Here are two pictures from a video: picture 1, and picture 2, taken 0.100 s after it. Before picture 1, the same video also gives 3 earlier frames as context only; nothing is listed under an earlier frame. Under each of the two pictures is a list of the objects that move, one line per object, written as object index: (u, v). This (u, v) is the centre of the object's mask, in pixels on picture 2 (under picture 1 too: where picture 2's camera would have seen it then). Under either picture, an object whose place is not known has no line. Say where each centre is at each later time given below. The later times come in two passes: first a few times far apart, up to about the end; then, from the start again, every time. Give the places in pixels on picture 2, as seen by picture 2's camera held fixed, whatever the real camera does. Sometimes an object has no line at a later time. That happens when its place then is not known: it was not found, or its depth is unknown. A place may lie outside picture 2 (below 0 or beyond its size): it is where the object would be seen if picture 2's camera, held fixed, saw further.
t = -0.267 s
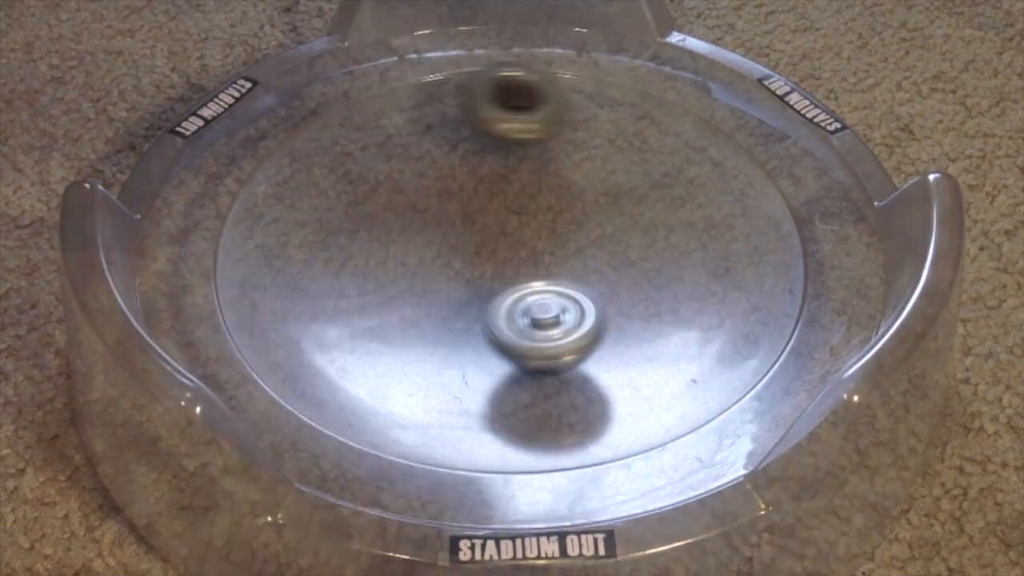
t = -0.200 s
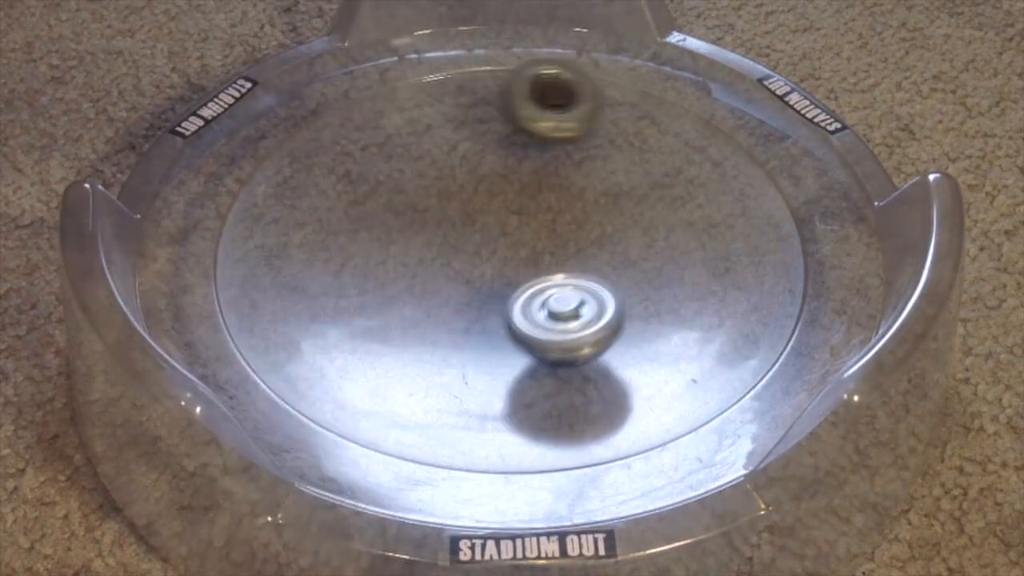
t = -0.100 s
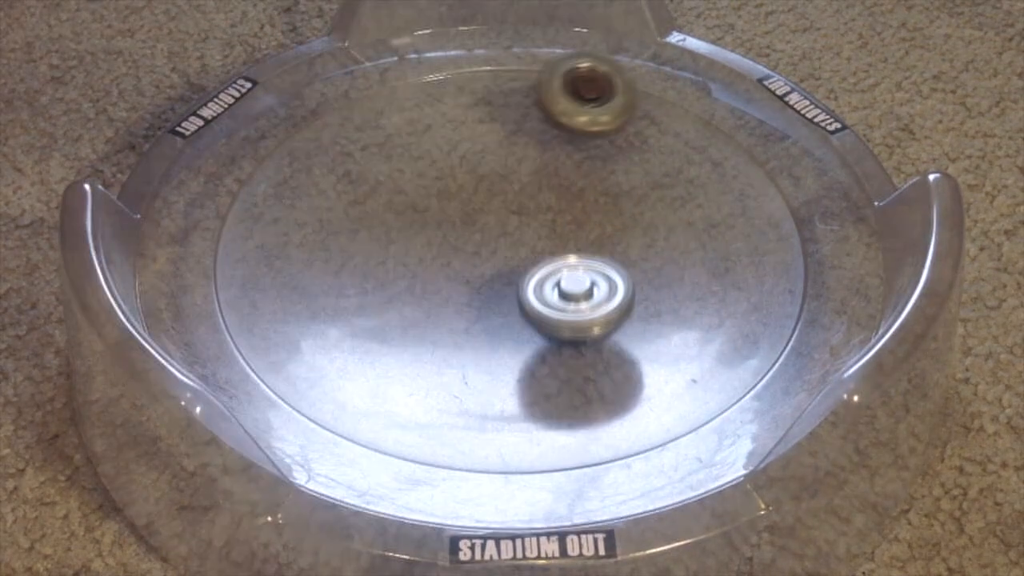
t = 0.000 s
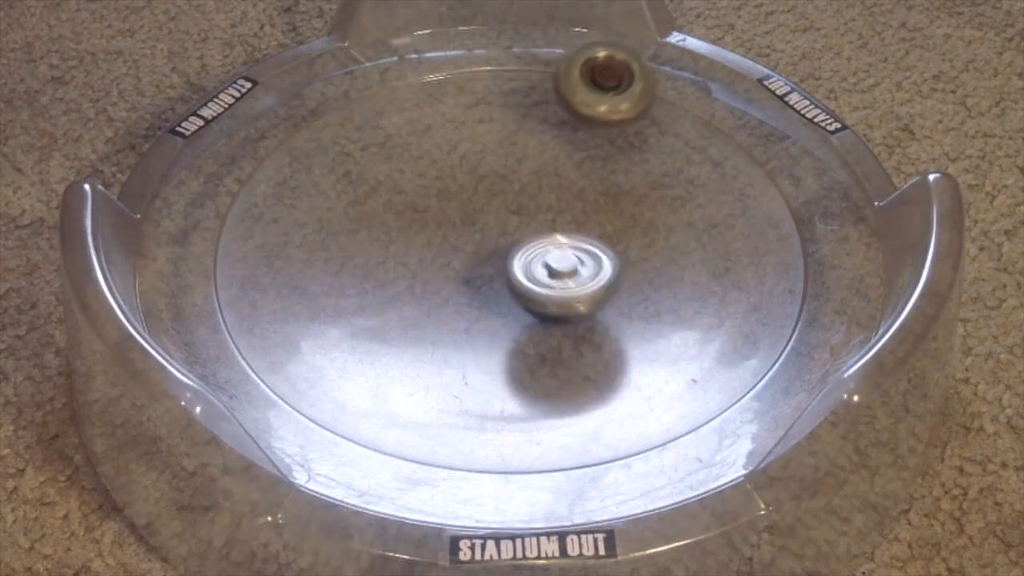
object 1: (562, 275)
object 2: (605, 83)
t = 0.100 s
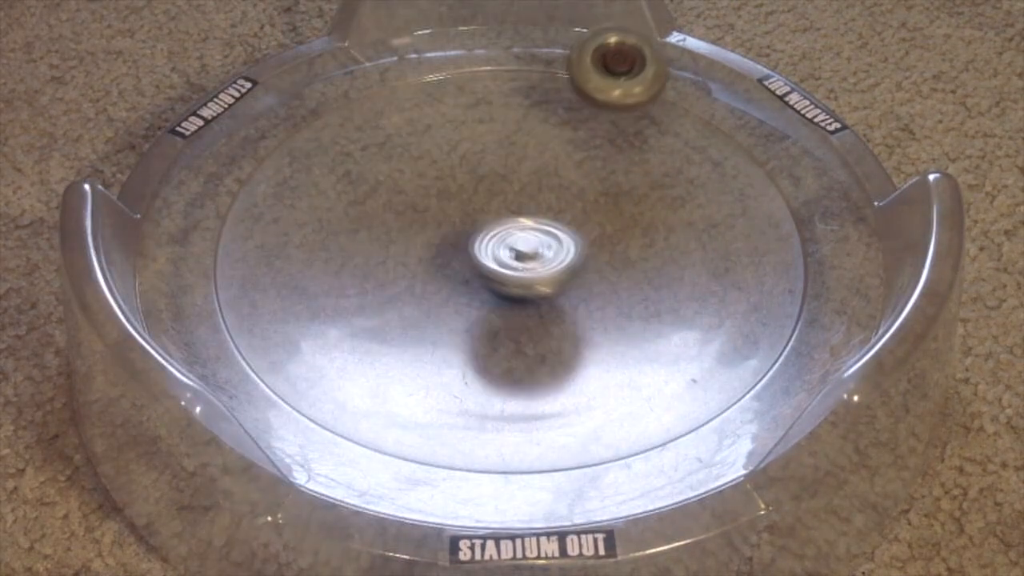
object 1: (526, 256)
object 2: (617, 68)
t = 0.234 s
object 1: (465, 244)
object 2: (611, 76)
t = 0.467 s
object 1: (396, 266)
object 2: (605, 119)
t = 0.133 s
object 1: (512, 252)
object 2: (620, 63)
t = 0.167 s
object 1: (495, 249)
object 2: (619, 64)
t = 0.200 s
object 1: (479, 246)
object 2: (614, 70)
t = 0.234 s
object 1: (465, 244)
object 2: (611, 76)
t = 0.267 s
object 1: (450, 243)
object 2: (608, 83)
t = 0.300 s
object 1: (437, 244)
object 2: (605, 88)
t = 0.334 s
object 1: (425, 246)
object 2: (604, 95)
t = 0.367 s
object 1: (415, 249)
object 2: (603, 101)
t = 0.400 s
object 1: (407, 254)
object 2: (602, 108)
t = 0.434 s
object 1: (400, 260)
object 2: (603, 113)
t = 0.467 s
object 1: (396, 266)
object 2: (605, 119)
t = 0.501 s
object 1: (396, 273)
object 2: (607, 124)
